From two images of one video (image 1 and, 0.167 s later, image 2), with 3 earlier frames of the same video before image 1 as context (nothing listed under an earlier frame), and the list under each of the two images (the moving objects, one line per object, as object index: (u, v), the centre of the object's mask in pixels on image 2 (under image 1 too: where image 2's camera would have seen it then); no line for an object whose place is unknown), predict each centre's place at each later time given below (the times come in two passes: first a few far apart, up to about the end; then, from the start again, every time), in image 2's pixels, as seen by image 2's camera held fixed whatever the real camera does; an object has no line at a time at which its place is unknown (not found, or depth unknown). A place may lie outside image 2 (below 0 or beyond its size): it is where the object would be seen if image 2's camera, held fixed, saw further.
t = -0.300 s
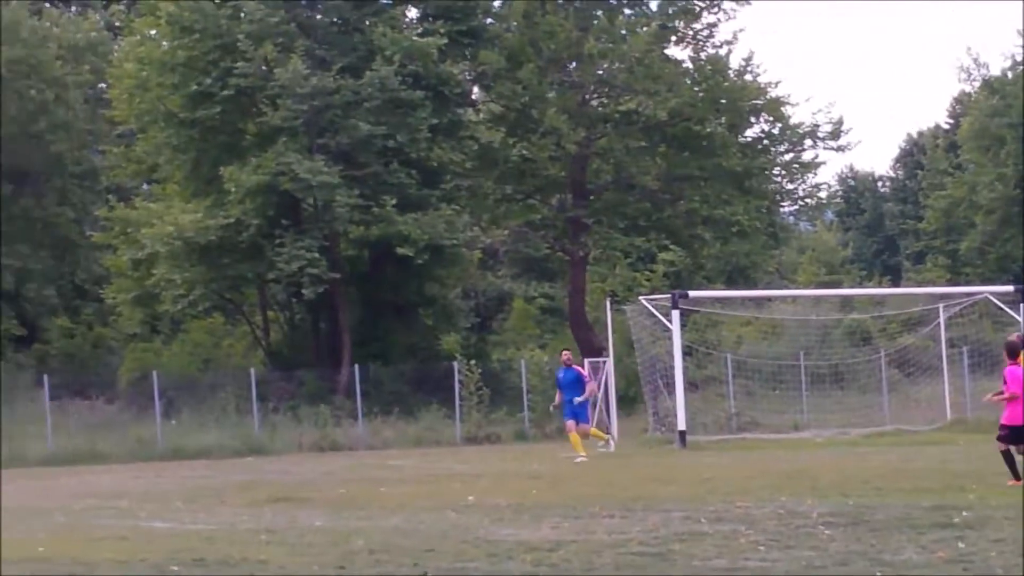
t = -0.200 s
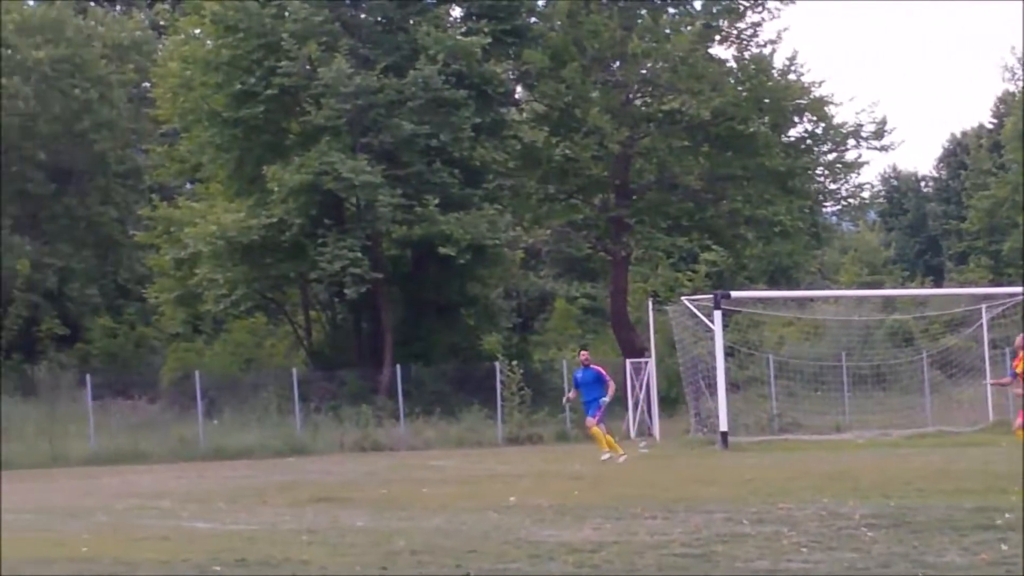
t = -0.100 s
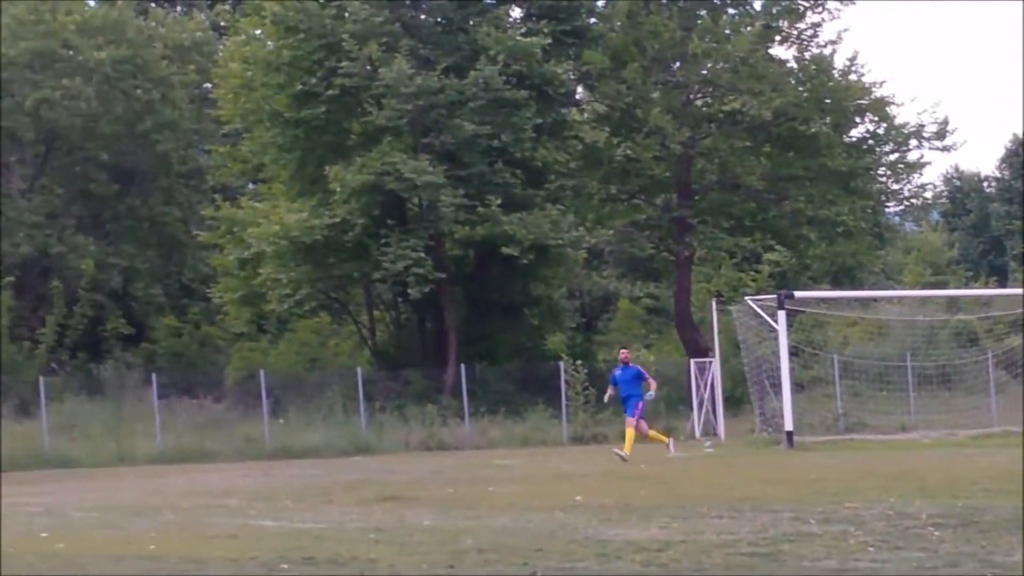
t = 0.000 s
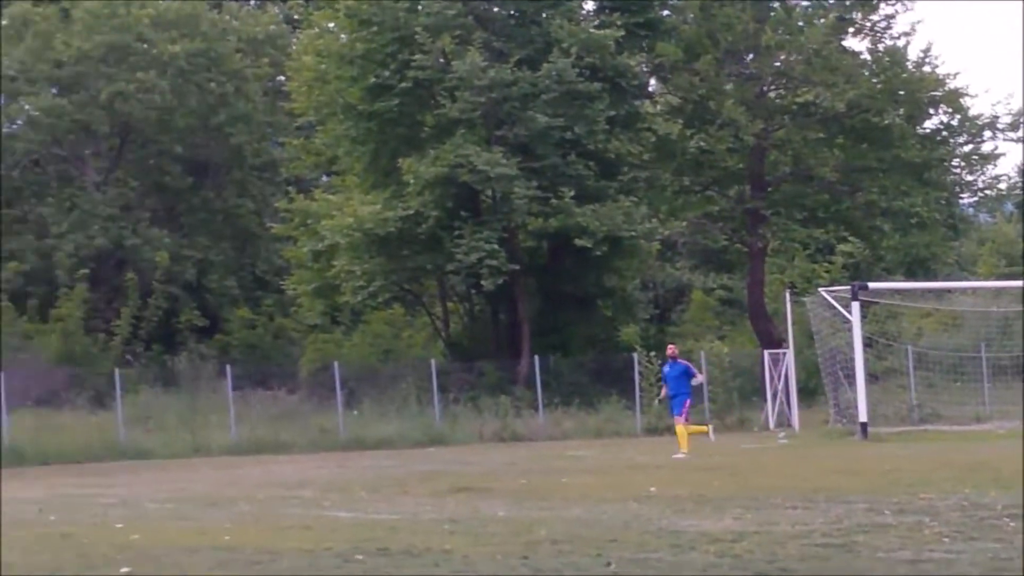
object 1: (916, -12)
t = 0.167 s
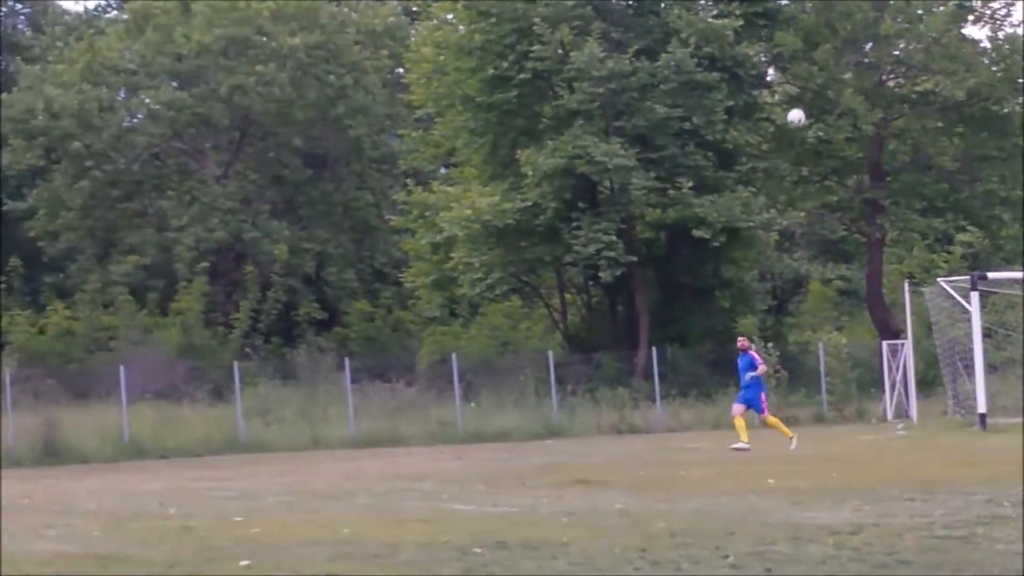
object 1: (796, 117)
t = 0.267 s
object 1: (728, 199)
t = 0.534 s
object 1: (555, 434)
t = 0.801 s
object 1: (476, 340)
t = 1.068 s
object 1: (412, 254)
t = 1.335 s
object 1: (350, 220)
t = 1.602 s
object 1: (292, 236)
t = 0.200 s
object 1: (773, 144)
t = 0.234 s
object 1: (750, 171)
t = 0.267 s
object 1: (728, 199)
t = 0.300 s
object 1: (705, 228)
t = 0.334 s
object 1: (684, 257)
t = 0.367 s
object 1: (662, 286)
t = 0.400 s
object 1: (640, 315)
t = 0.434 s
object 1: (618, 344)
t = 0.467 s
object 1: (597, 374)
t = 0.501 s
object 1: (576, 403)
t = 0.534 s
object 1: (555, 434)
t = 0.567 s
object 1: (536, 460)
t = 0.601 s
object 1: (526, 440)
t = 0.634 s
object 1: (517, 422)
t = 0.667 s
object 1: (509, 404)
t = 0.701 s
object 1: (500, 387)
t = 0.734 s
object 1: (493, 371)
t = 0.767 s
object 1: (485, 355)
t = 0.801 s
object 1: (476, 340)
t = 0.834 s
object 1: (468, 327)
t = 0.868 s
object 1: (459, 314)
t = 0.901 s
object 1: (452, 302)
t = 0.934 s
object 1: (443, 291)
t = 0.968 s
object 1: (436, 280)
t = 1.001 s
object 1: (428, 271)
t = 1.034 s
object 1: (420, 261)
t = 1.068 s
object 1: (412, 254)
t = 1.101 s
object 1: (404, 247)
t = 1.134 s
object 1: (396, 240)
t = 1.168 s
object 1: (388, 235)
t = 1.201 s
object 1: (380, 230)
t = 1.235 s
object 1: (373, 227)
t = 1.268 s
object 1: (365, 224)
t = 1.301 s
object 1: (358, 221)
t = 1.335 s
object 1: (350, 220)
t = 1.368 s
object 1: (343, 219)
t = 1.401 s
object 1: (335, 220)
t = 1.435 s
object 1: (328, 220)
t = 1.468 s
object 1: (321, 222)
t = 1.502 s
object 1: (313, 224)
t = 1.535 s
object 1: (307, 228)
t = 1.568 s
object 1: (299, 232)
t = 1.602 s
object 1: (292, 236)
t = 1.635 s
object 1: (285, 242)
